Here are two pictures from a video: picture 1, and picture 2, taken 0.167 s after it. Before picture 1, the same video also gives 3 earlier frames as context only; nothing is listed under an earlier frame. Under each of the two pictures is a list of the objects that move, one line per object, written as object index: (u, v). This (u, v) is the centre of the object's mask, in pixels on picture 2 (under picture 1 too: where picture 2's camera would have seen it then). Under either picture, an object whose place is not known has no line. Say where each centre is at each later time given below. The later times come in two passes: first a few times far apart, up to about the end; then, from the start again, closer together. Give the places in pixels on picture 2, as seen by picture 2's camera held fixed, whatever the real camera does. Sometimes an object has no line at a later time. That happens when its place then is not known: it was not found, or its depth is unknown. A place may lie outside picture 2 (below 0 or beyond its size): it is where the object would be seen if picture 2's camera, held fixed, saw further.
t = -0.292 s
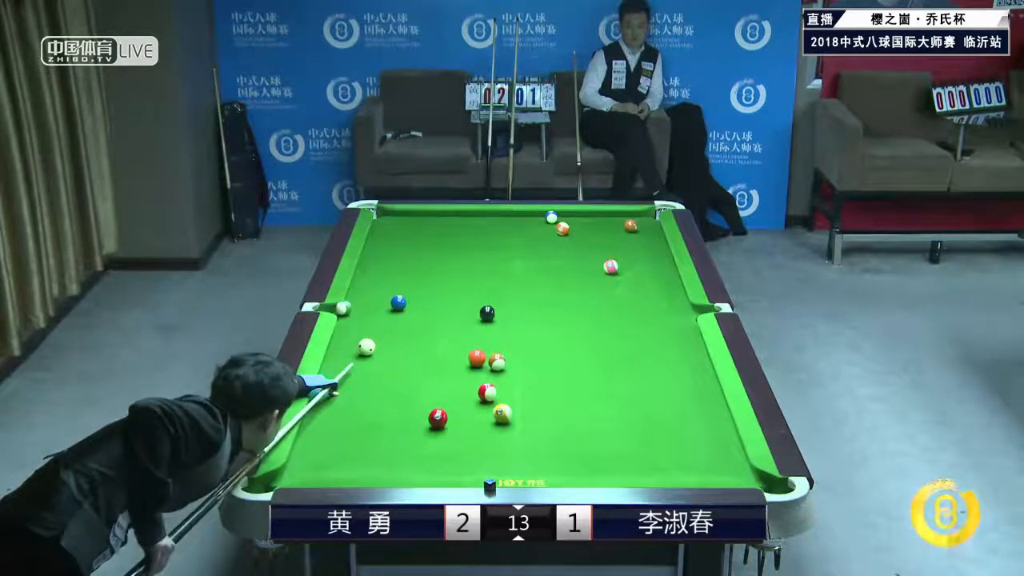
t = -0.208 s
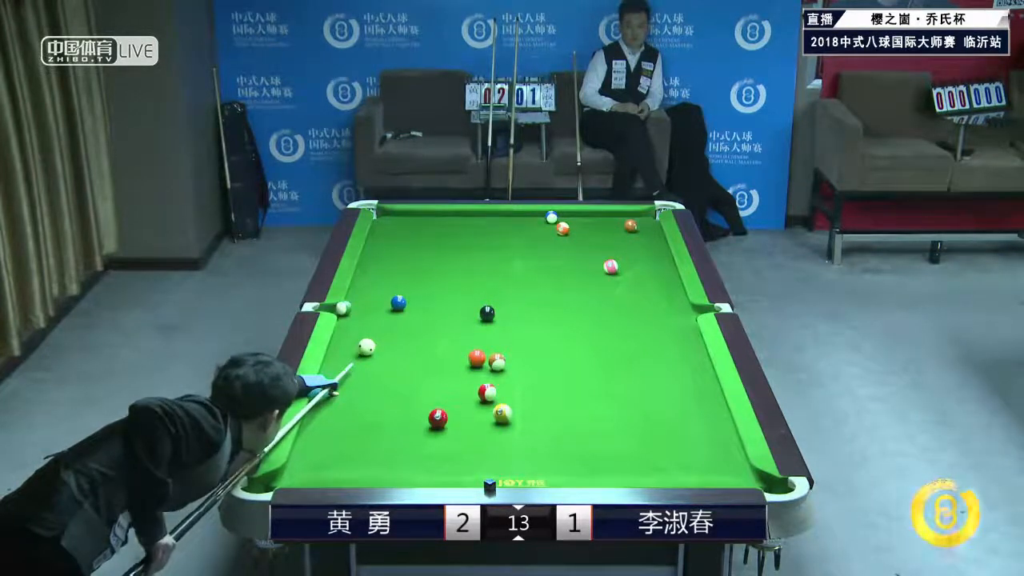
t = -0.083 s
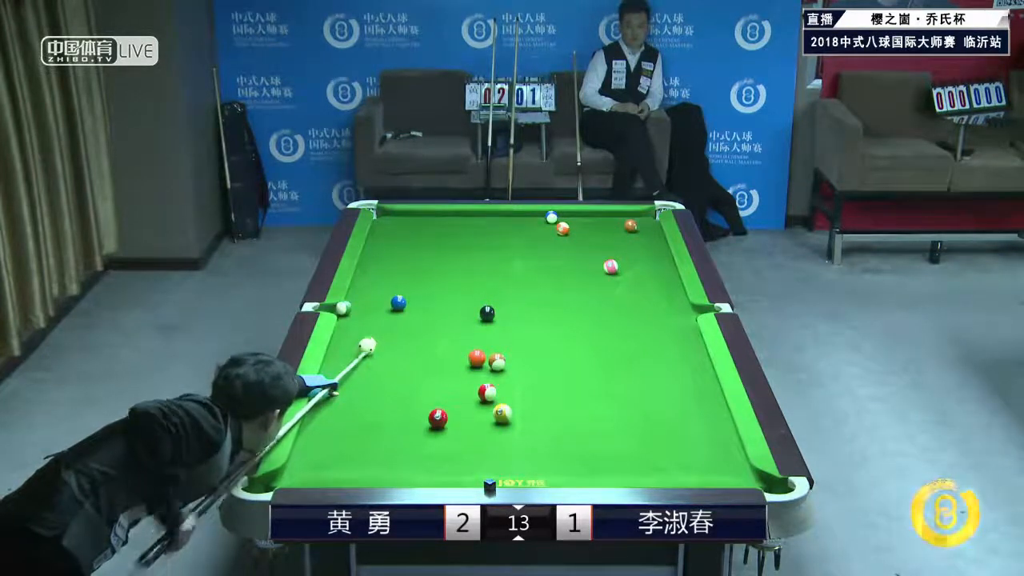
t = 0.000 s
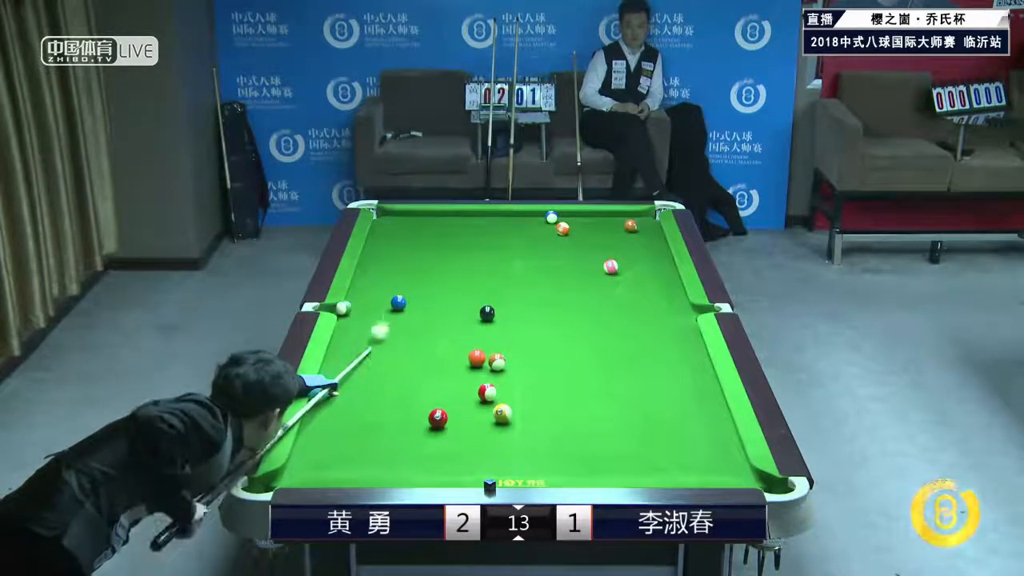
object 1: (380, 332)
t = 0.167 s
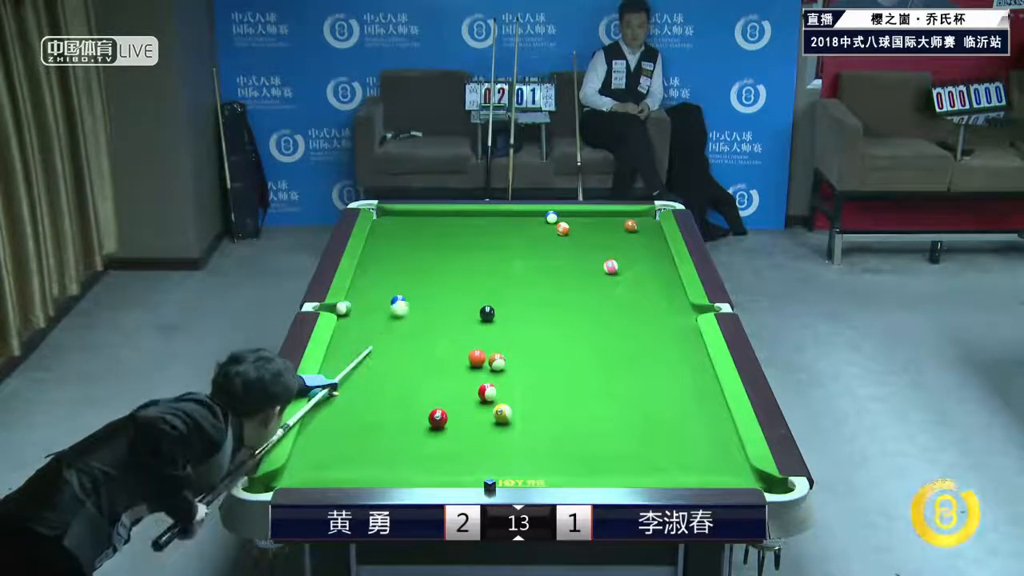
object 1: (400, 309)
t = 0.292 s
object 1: (416, 307)
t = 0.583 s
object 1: (441, 304)
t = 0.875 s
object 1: (464, 302)
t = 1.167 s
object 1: (485, 299)
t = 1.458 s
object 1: (506, 298)
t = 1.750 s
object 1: (522, 296)
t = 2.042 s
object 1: (537, 295)
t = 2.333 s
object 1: (551, 294)
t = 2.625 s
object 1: (560, 292)
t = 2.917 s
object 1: (569, 292)
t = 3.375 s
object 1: (580, 292)
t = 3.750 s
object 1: (583, 291)
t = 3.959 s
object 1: (584, 291)
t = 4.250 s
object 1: (584, 291)
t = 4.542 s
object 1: (583, 291)
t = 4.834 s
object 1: (583, 291)
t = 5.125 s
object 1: (583, 291)
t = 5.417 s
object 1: (583, 291)
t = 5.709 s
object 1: (583, 291)
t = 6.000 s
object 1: (583, 291)
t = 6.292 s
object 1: (583, 291)
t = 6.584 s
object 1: (583, 291)
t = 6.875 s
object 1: (583, 291)
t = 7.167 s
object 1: (583, 291)
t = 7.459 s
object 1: (583, 291)
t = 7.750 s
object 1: (583, 291)
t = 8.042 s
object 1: (583, 291)
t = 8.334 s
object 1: (583, 291)
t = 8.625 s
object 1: (583, 291)
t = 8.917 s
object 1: (583, 291)
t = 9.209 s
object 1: (583, 291)
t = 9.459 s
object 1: (583, 291)
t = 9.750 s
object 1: (583, 291)
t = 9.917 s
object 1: (583, 291)
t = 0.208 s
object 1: (408, 308)
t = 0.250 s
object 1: (412, 307)
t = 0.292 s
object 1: (416, 307)
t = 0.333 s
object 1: (419, 306)
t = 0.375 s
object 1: (423, 306)
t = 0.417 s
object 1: (427, 306)
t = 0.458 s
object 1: (430, 305)
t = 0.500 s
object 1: (434, 304)
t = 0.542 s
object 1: (437, 304)
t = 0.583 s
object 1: (441, 304)
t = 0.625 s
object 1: (444, 304)
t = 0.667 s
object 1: (448, 303)
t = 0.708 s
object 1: (451, 303)
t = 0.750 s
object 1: (454, 302)
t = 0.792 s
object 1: (458, 302)
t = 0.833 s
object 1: (461, 302)
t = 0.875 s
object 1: (464, 302)
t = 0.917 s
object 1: (468, 302)
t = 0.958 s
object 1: (471, 301)
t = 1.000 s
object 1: (473, 300)
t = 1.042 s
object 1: (476, 300)
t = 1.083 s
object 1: (479, 300)
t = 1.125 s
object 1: (482, 299)
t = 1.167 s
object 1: (485, 299)
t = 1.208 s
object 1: (491, 299)
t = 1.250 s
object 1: (493, 298)
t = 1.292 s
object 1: (496, 298)
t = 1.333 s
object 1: (499, 298)
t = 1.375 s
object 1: (501, 298)
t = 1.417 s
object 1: (504, 297)
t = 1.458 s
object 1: (506, 298)
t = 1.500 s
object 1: (509, 297)
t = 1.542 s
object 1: (511, 297)
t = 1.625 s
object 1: (516, 297)
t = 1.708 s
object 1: (520, 296)
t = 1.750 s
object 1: (522, 296)
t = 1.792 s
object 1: (525, 296)
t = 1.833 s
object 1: (527, 296)
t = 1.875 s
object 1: (529, 296)
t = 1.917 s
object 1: (531, 295)
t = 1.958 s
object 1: (533, 295)
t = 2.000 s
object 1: (535, 295)
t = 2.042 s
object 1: (537, 295)
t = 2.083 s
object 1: (539, 295)
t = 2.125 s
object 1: (540, 295)
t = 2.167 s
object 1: (542, 294)
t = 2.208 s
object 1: (545, 294)
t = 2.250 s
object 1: (547, 294)
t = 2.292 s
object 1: (549, 294)
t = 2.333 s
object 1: (551, 294)
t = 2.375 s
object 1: (552, 293)
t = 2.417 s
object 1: (554, 293)
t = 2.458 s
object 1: (555, 293)
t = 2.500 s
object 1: (556, 293)
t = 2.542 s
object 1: (557, 293)
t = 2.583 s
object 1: (559, 293)
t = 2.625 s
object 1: (560, 292)
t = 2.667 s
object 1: (562, 293)
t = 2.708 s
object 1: (563, 292)
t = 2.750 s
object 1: (565, 292)
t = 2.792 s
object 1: (566, 292)
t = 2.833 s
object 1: (567, 292)
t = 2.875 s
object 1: (568, 292)
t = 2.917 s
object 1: (569, 292)
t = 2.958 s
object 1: (570, 292)
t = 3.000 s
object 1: (570, 292)
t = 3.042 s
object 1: (572, 292)
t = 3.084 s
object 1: (574, 292)
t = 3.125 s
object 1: (576, 292)
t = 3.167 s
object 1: (576, 291)
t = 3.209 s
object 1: (578, 291)
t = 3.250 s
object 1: (579, 292)
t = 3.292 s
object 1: (579, 292)
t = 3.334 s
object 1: (579, 292)
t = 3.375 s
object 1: (580, 292)
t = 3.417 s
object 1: (581, 292)
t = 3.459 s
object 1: (581, 292)
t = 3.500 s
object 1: (581, 292)
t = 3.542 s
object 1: (582, 291)
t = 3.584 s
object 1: (585, 290)
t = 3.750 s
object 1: (583, 291)
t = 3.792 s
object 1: (584, 291)
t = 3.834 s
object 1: (584, 291)
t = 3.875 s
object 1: (584, 291)
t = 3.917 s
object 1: (584, 291)
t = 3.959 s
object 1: (584, 291)
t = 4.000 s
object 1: (584, 291)
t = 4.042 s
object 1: (584, 291)
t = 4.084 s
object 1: (584, 291)
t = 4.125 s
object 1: (584, 291)
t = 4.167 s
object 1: (584, 291)
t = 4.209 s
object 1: (583, 291)
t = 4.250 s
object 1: (584, 291)
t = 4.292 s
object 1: (584, 291)
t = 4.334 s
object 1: (584, 291)
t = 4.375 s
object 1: (583, 291)
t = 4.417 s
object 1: (583, 291)
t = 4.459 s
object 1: (583, 291)
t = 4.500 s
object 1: (583, 291)
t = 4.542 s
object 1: (583, 291)
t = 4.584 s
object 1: (583, 291)
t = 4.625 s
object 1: (583, 291)
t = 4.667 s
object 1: (583, 291)
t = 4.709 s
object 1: (583, 291)
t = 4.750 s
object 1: (583, 291)
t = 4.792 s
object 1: (583, 291)
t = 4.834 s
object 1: (583, 291)
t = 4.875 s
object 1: (583, 291)
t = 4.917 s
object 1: (583, 291)
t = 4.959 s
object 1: (583, 291)
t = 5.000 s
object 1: (583, 291)
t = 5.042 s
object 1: (583, 291)
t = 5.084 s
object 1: (583, 291)
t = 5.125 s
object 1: (583, 291)
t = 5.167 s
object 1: (583, 291)
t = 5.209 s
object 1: (583, 291)
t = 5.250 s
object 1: (583, 291)
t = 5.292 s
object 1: (583, 291)
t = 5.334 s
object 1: (583, 291)
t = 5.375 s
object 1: (583, 291)
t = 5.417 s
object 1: (583, 291)
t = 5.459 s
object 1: (583, 291)
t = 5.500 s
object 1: (584, 291)
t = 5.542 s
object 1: (583, 291)
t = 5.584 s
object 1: (583, 291)
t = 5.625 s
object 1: (583, 291)
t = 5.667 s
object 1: (583, 291)
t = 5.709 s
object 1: (583, 291)
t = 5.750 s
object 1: (583, 291)
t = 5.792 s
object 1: (583, 291)
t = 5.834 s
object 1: (583, 291)
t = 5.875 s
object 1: (583, 291)
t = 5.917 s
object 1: (583, 291)
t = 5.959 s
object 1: (583, 291)
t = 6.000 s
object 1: (583, 291)
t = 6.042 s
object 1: (583, 291)
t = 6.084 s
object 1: (583, 291)
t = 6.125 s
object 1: (583, 291)
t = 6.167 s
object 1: (583, 291)
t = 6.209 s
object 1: (583, 291)
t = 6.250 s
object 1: (583, 291)
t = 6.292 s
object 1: (583, 291)
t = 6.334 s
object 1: (583, 291)
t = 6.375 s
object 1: (583, 291)
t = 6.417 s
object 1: (583, 291)
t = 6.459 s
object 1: (583, 291)
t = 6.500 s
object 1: (583, 291)
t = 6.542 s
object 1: (583, 291)
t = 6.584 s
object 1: (583, 291)
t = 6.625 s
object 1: (583, 291)
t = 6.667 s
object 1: (583, 291)
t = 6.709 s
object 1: (583, 291)
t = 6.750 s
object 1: (583, 291)
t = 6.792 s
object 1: (583, 291)
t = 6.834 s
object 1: (583, 291)
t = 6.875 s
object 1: (583, 291)
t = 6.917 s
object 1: (583, 291)
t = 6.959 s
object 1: (583, 291)
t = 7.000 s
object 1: (583, 291)
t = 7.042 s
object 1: (583, 291)
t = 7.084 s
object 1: (583, 291)
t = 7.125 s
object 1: (583, 291)
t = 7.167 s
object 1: (583, 291)
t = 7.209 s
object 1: (583, 291)
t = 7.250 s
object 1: (583, 291)
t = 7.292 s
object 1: (583, 291)
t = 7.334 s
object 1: (583, 291)
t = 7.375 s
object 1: (583, 291)
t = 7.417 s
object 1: (583, 291)
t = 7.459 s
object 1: (583, 291)
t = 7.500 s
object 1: (583, 291)
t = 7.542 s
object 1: (583, 291)
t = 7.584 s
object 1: (583, 291)
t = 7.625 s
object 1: (583, 291)
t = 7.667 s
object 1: (583, 291)
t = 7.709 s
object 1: (583, 291)
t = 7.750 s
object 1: (583, 291)
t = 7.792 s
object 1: (583, 291)
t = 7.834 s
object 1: (583, 291)
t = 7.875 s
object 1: (583, 291)
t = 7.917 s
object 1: (583, 291)
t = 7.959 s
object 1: (583, 291)
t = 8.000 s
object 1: (583, 291)
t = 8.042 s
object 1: (583, 291)
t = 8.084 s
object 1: (583, 291)
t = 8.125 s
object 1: (583, 291)
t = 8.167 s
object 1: (583, 291)
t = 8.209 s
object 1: (583, 291)
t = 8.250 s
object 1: (583, 291)
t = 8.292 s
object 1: (583, 291)
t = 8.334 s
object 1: (583, 291)
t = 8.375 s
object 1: (583, 291)
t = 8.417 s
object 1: (583, 291)
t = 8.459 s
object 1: (583, 291)
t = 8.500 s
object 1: (583, 291)
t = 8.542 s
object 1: (583, 291)
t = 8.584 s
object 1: (583, 291)
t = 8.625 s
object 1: (583, 291)
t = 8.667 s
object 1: (583, 291)
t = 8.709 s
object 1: (583, 291)
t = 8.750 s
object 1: (583, 291)
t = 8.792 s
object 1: (583, 291)
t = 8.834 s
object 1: (583, 291)
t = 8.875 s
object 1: (583, 291)
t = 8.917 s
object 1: (583, 291)
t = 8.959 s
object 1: (583, 291)
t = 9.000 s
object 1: (583, 291)
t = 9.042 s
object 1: (583, 291)
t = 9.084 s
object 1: (583, 291)
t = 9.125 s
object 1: (583, 291)
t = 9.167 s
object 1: (583, 291)
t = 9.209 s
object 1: (583, 291)
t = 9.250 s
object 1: (583, 291)
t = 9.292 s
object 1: (583, 291)
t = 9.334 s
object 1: (583, 291)
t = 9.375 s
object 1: (583, 291)
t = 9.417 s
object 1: (583, 291)
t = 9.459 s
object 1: (583, 291)
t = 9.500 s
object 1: (583, 291)
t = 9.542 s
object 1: (583, 291)
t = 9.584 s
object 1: (583, 291)
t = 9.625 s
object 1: (583, 291)
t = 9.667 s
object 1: (583, 291)
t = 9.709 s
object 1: (583, 291)
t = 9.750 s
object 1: (583, 291)
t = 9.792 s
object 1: (583, 291)
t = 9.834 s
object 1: (583, 291)
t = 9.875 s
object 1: (583, 291)
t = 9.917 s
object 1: (583, 291)
